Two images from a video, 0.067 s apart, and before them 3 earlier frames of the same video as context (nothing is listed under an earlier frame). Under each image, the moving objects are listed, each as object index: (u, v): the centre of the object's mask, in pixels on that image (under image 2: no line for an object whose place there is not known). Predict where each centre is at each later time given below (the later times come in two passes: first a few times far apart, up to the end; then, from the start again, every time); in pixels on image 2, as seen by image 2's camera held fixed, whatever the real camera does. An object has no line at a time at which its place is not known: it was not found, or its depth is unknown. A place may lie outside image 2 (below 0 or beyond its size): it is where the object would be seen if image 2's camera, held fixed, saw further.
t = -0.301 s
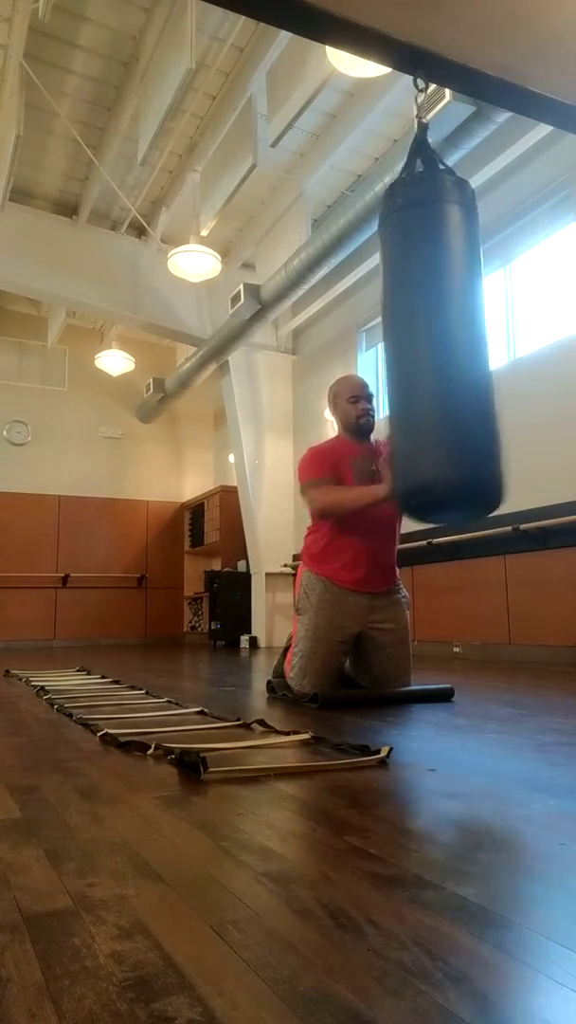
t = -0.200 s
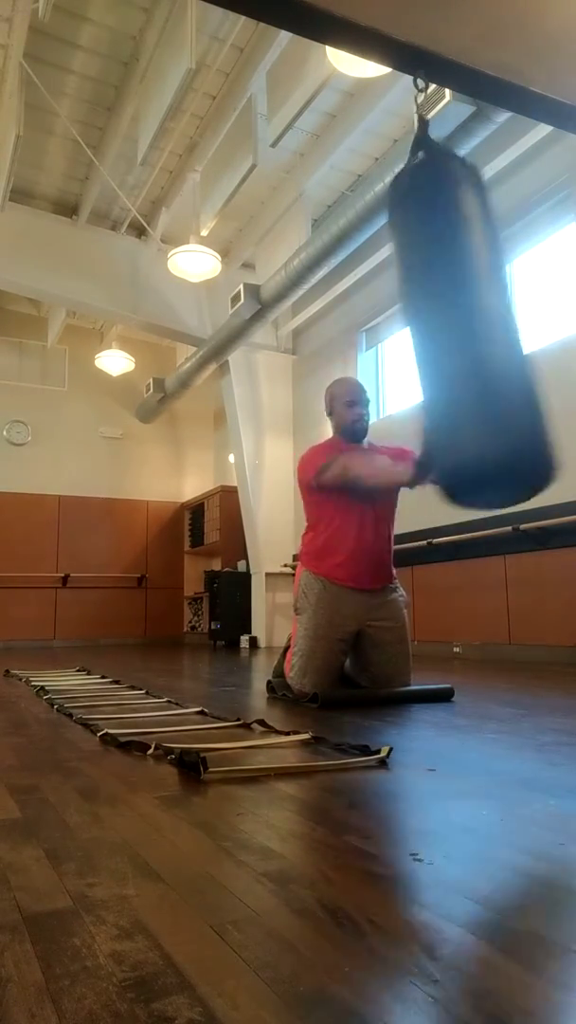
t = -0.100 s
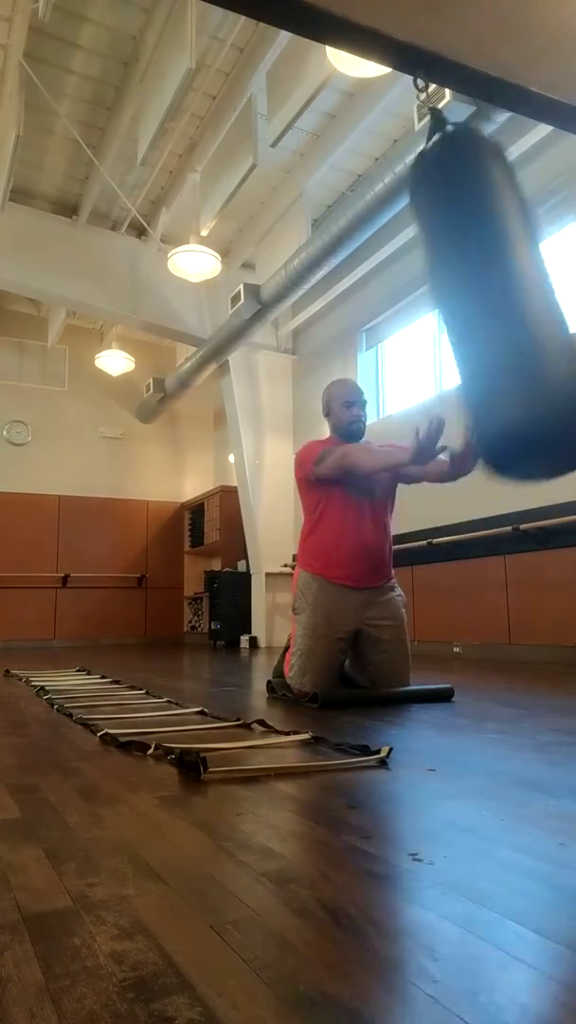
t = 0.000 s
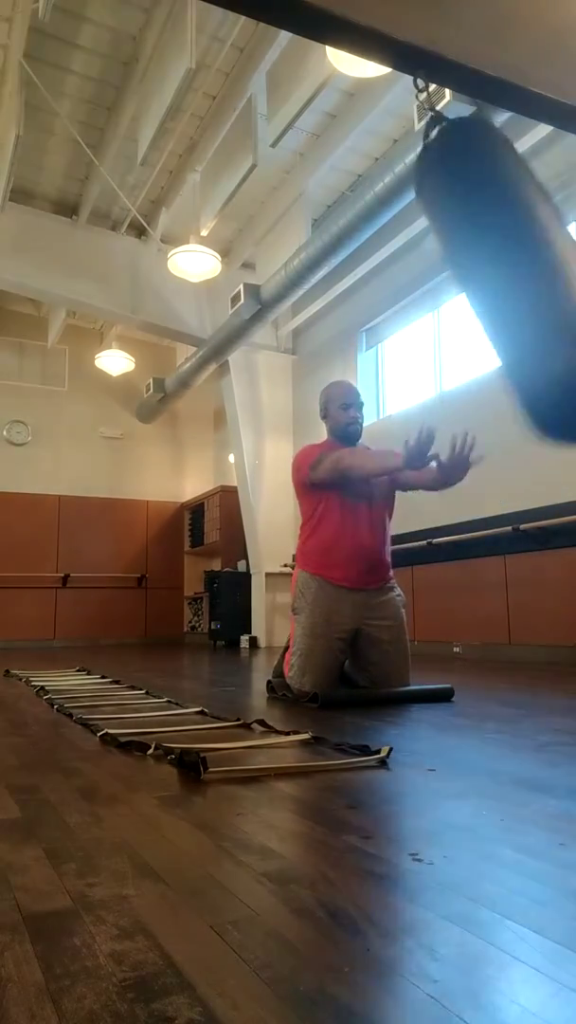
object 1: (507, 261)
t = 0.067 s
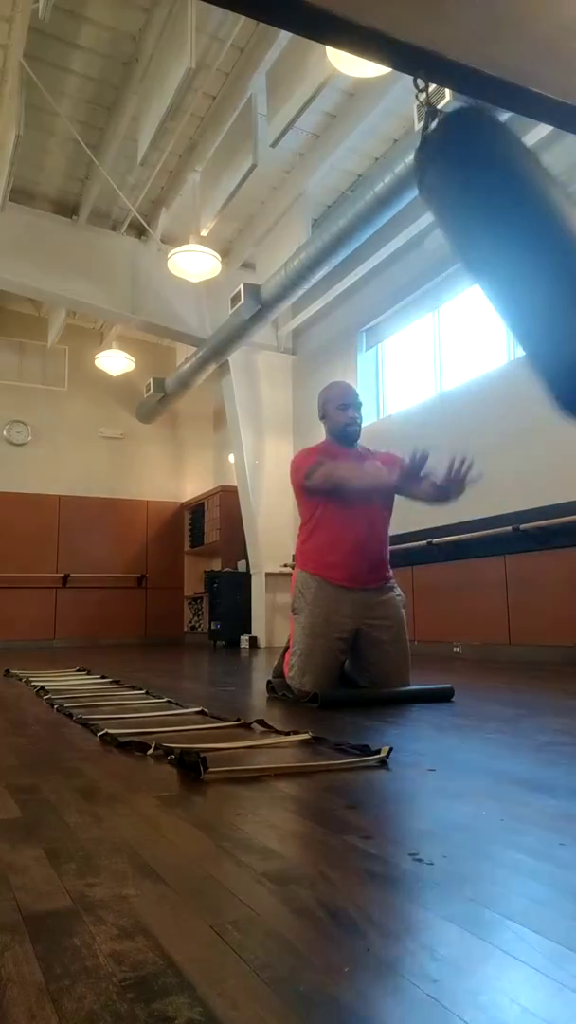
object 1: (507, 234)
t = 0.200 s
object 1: (511, 210)
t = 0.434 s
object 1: (509, 245)
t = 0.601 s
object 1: (491, 316)
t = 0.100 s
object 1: (508, 223)
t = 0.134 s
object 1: (509, 216)
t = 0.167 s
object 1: (510, 213)
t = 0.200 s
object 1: (511, 210)
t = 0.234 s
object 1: (512, 210)
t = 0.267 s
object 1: (512, 211)
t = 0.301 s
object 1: (512, 213)
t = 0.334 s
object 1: (512, 218)
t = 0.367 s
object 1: (511, 225)
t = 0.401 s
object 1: (510, 234)
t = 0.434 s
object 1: (509, 245)
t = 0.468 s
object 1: (507, 258)
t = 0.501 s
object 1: (505, 272)
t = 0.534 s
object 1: (502, 288)
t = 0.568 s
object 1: (498, 302)
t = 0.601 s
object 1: (491, 316)
